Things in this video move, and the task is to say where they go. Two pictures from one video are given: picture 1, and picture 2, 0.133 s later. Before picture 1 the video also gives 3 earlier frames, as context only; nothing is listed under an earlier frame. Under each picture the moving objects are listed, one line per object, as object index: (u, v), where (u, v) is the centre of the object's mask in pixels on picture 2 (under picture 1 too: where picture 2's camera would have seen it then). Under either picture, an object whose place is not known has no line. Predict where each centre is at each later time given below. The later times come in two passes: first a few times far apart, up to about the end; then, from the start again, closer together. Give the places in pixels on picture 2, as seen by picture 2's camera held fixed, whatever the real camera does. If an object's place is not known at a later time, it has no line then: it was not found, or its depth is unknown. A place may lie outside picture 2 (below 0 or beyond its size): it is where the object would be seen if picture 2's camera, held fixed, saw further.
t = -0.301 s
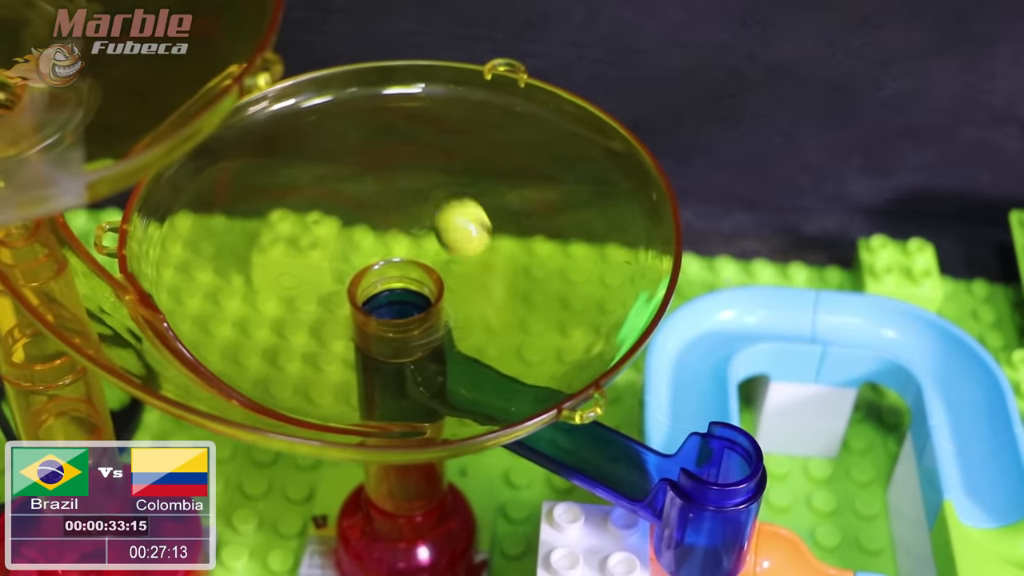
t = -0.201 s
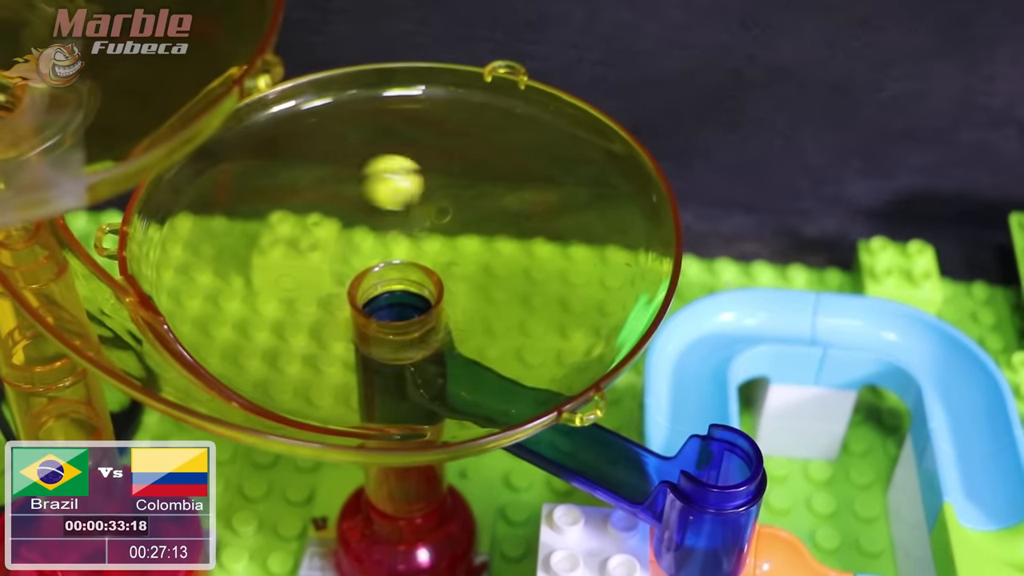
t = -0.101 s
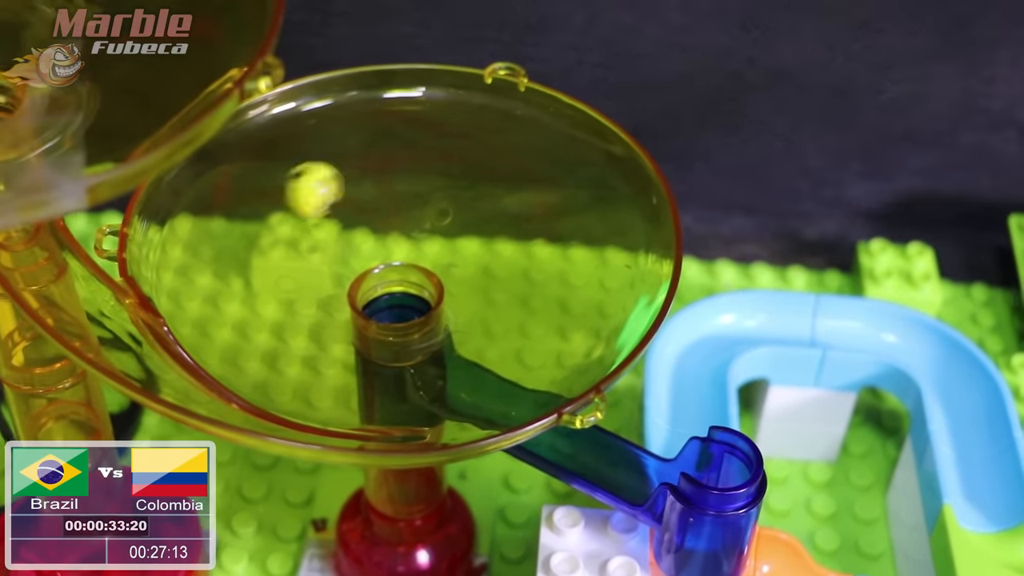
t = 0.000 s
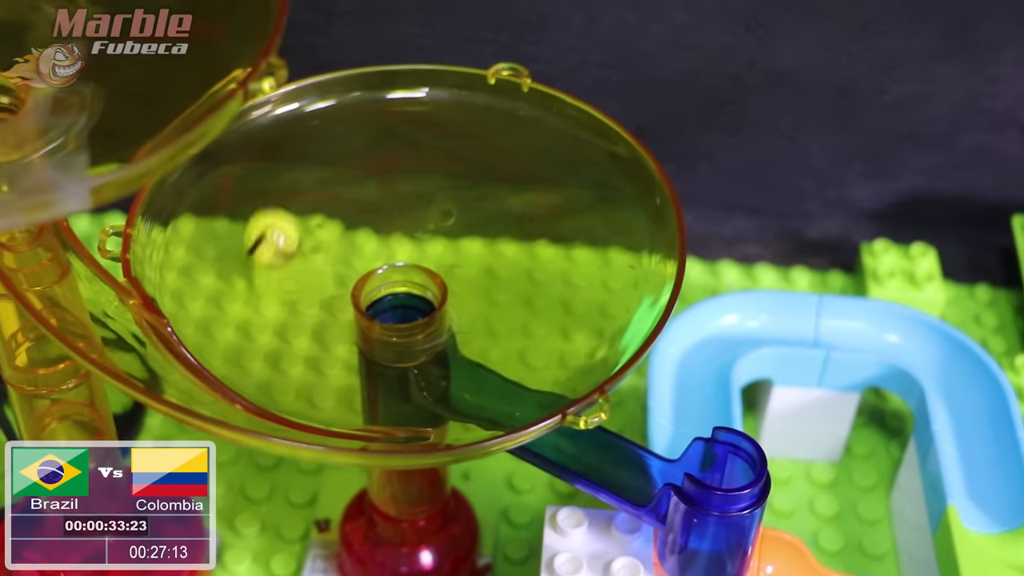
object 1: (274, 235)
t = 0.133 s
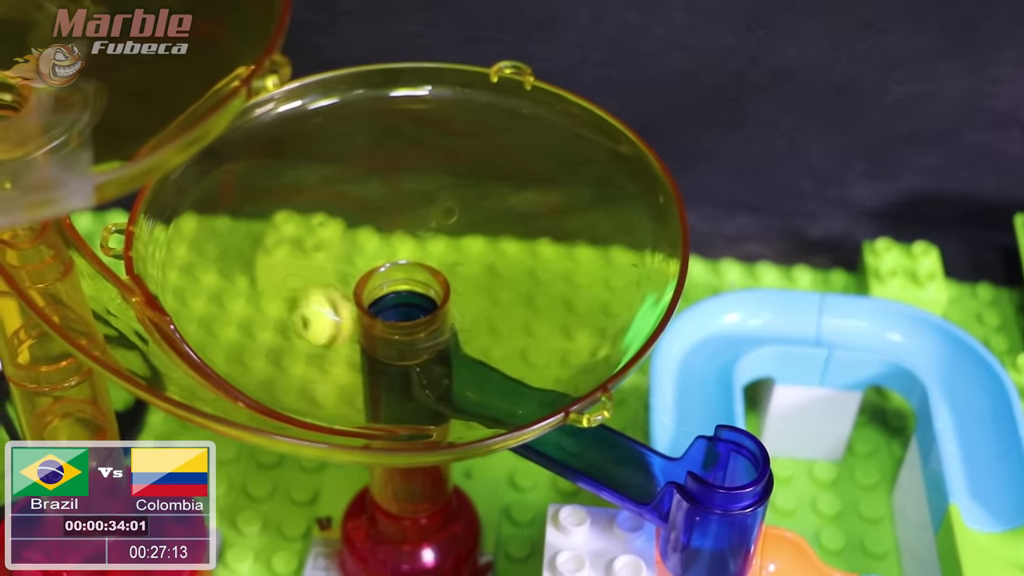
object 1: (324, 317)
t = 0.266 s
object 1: (446, 323)
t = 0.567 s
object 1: (353, 207)
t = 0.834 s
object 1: (308, 311)
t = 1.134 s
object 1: (448, 211)
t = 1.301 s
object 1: (326, 219)
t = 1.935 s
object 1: (304, 232)
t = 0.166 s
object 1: (354, 327)
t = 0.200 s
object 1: (387, 330)
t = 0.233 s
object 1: (417, 330)
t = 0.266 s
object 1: (446, 323)
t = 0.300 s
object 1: (470, 309)
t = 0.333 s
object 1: (487, 292)
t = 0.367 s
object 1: (493, 275)
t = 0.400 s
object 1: (490, 256)
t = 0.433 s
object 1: (477, 238)
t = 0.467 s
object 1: (453, 222)
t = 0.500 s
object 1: (423, 212)
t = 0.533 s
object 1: (386, 207)
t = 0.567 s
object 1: (353, 207)
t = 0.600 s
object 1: (323, 214)
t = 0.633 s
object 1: (297, 224)
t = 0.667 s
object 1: (280, 237)
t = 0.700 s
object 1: (268, 253)
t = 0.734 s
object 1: (267, 269)
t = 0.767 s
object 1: (273, 285)
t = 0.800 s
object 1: (289, 301)
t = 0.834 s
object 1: (308, 311)
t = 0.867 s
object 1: (335, 321)
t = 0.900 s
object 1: (366, 324)
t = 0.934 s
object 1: (398, 319)
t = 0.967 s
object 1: (428, 312)
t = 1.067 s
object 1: (473, 250)
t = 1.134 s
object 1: (448, 211)
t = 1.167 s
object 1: (425, 201)
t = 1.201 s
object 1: (398, 196)
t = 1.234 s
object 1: (372, 198)
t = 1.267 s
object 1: (347, 205)
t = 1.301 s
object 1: (326, 219)
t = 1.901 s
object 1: (322, 221)
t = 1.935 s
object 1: (304, 232)
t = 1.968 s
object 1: (290, 242)
